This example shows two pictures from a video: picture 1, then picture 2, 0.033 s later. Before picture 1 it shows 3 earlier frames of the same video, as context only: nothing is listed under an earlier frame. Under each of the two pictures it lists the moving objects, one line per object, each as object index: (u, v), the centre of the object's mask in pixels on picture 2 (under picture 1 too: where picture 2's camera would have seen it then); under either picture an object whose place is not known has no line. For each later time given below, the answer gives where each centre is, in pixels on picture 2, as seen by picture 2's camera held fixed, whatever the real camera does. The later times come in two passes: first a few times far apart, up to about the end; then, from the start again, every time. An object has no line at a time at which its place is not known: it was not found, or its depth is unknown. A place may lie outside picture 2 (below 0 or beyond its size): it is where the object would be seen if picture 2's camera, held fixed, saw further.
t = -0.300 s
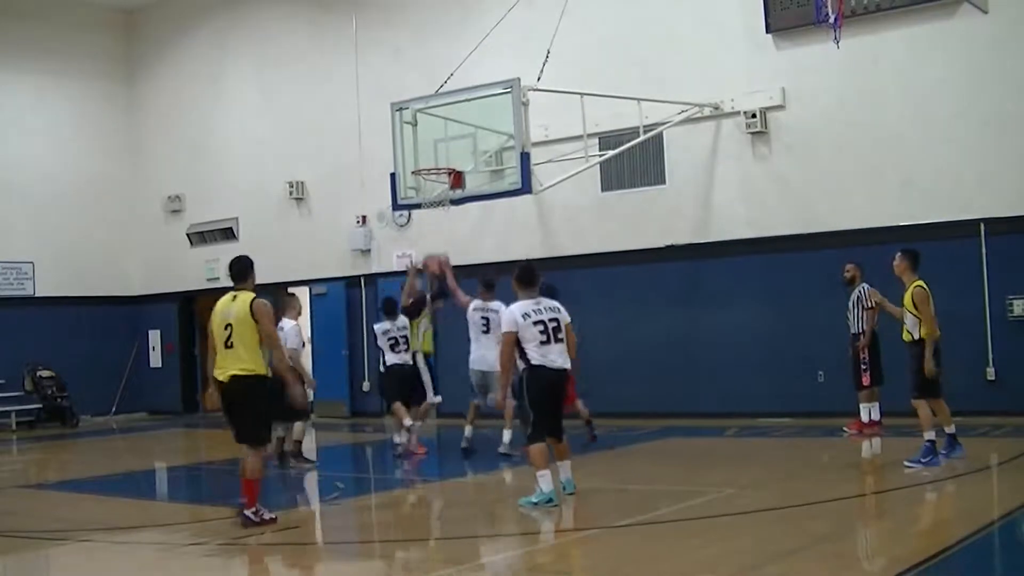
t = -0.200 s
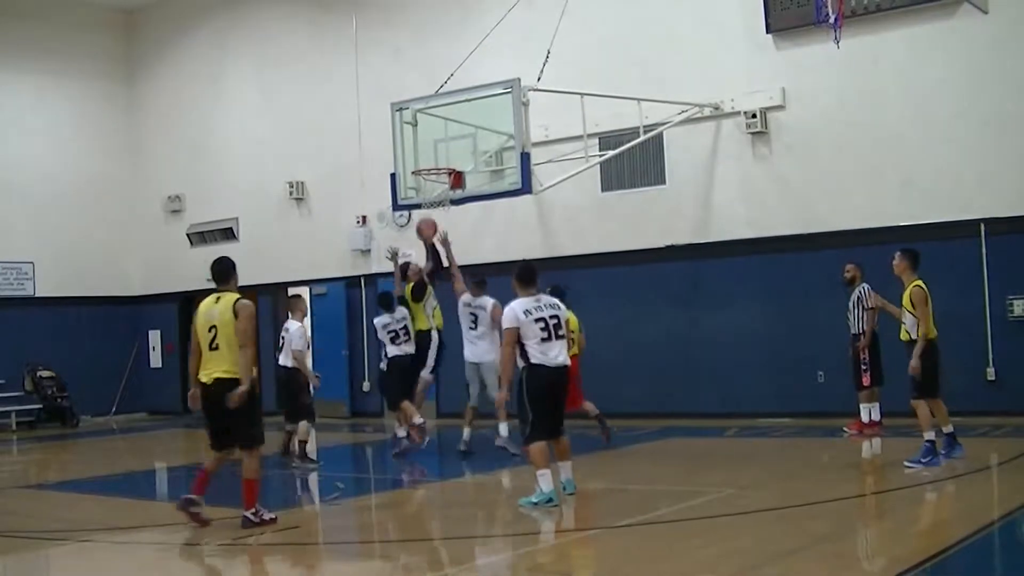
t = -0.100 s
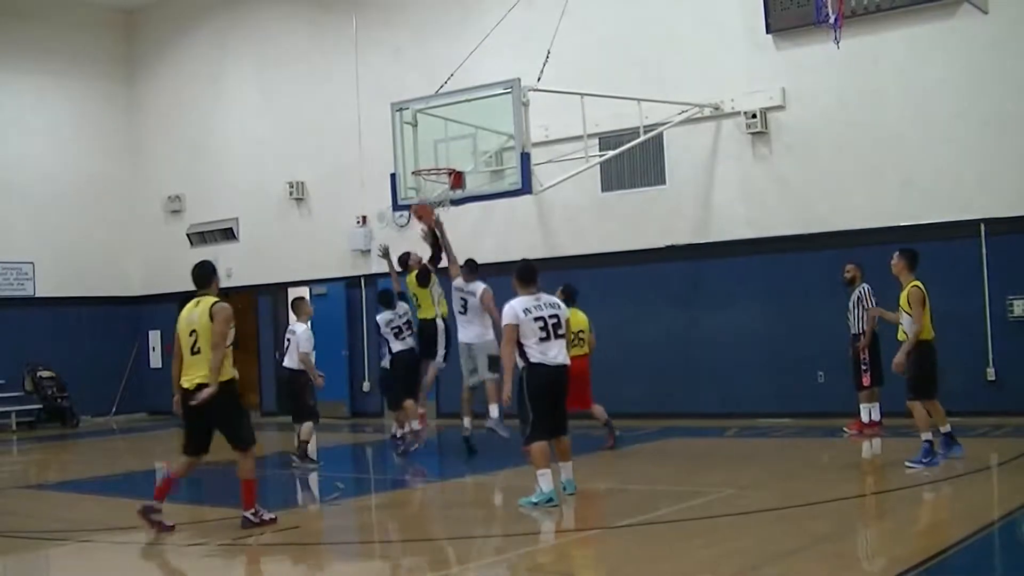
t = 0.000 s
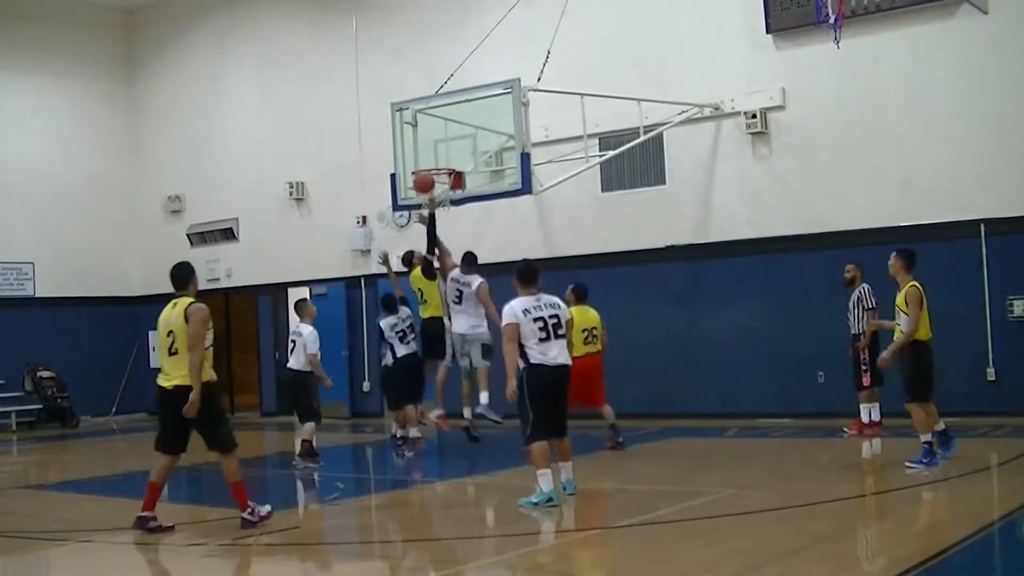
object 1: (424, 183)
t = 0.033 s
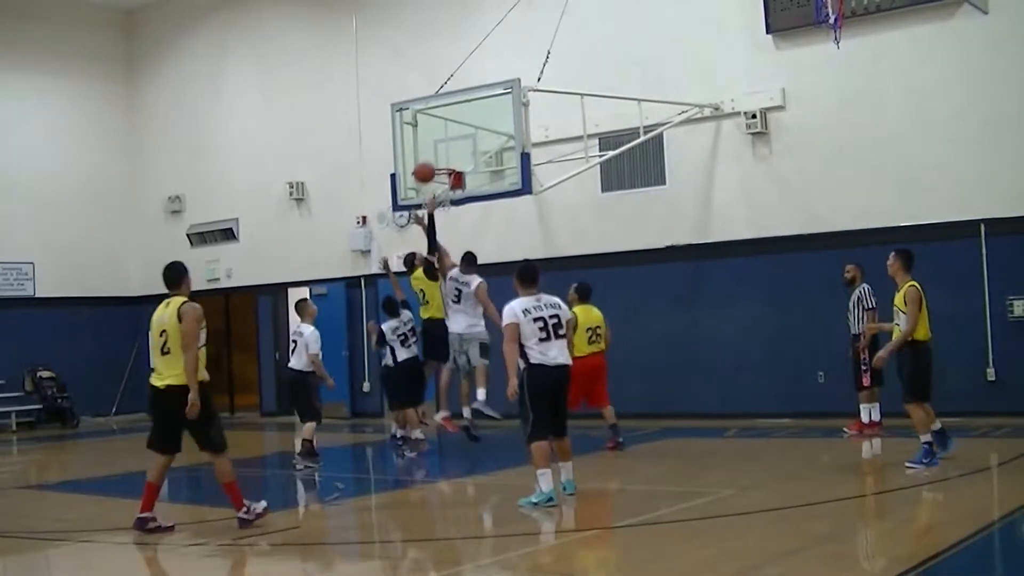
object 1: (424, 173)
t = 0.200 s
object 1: (426, 136)
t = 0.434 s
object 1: (431, 127)
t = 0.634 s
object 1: (436, 158)
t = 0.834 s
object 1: (443, 158)
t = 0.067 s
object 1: (424, 163)
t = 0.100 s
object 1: (424, 155)
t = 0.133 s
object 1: (425, 147)
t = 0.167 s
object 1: (425, 141)
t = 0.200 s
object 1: (426, 136)
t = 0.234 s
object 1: (427, 131)
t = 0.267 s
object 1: (427, 129)
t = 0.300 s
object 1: (428, 126)
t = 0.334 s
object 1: (428, 126)
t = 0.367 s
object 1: (429, 126)
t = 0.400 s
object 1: (430, 126)
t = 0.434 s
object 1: (431, 127)
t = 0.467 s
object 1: (432, 130)
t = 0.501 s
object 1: (433, 134)
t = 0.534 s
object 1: (433, 138)
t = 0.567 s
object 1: (434, 144)
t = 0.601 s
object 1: (435, 150)
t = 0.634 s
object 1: (436, 158)
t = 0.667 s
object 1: (437, 158)
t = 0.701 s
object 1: (439, 156)
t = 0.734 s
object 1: (439, 155)
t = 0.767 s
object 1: (440, 155)
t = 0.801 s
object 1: (442, 156)
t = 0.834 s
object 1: (443, 158)
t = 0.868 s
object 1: (445, 162)
